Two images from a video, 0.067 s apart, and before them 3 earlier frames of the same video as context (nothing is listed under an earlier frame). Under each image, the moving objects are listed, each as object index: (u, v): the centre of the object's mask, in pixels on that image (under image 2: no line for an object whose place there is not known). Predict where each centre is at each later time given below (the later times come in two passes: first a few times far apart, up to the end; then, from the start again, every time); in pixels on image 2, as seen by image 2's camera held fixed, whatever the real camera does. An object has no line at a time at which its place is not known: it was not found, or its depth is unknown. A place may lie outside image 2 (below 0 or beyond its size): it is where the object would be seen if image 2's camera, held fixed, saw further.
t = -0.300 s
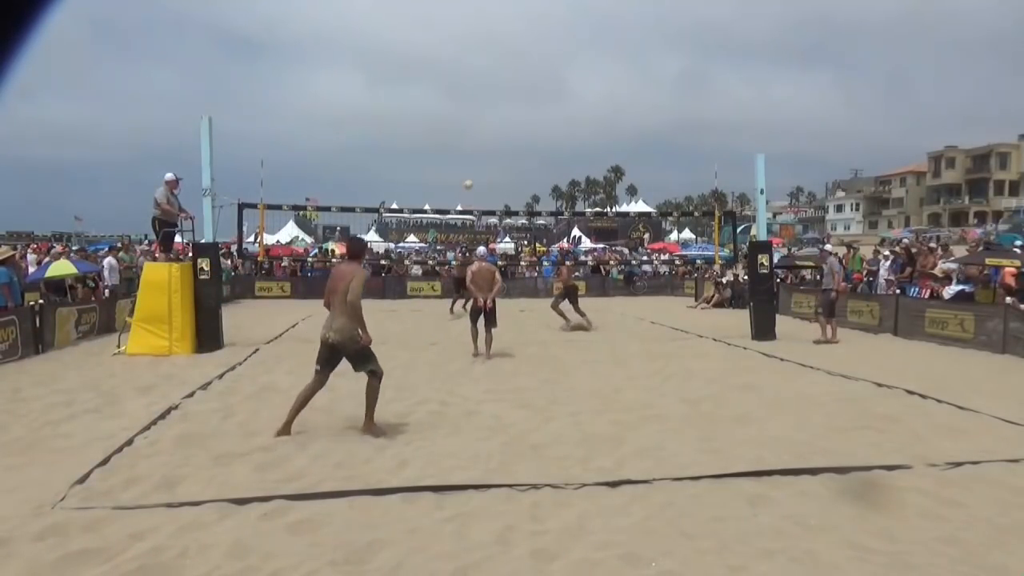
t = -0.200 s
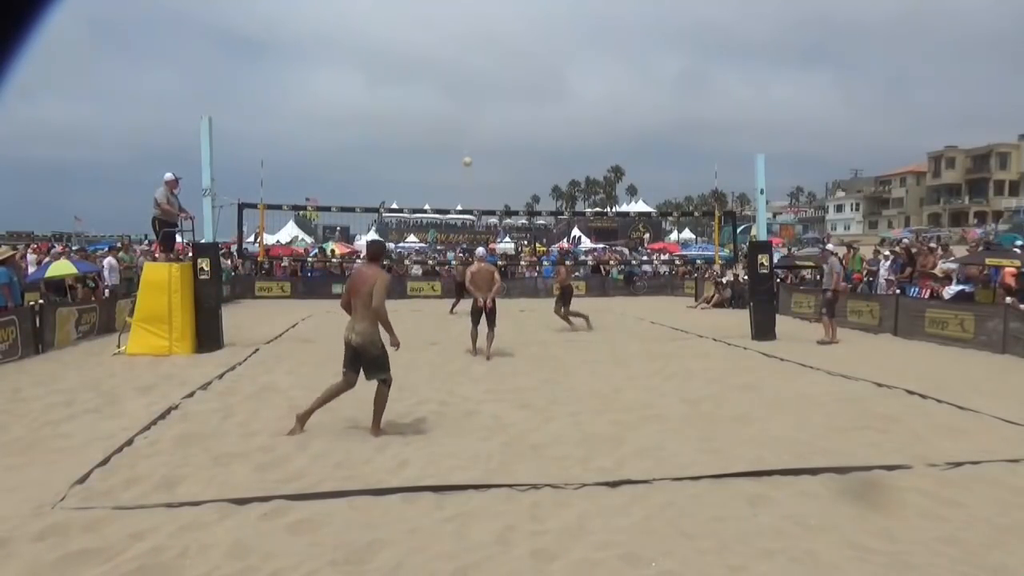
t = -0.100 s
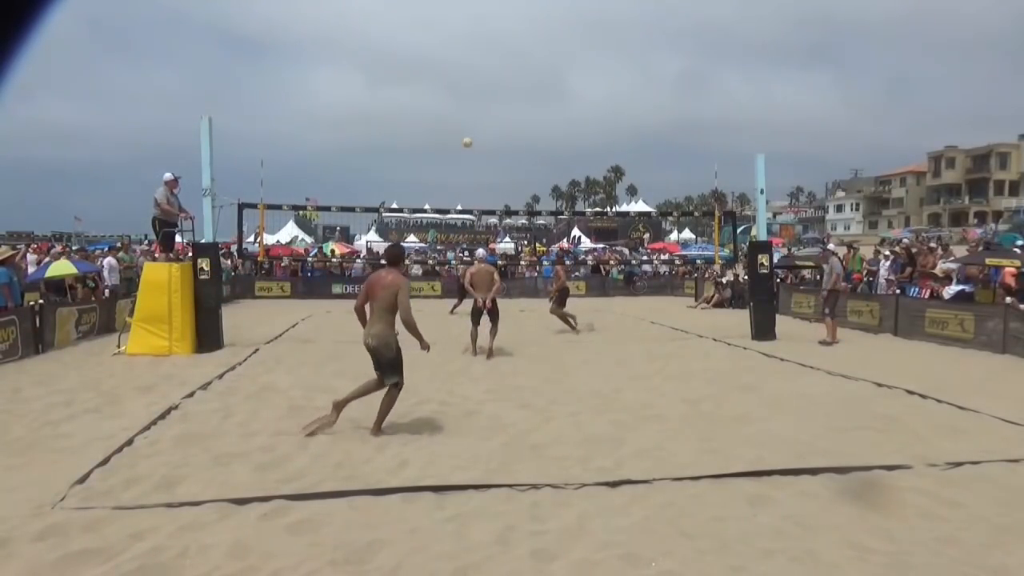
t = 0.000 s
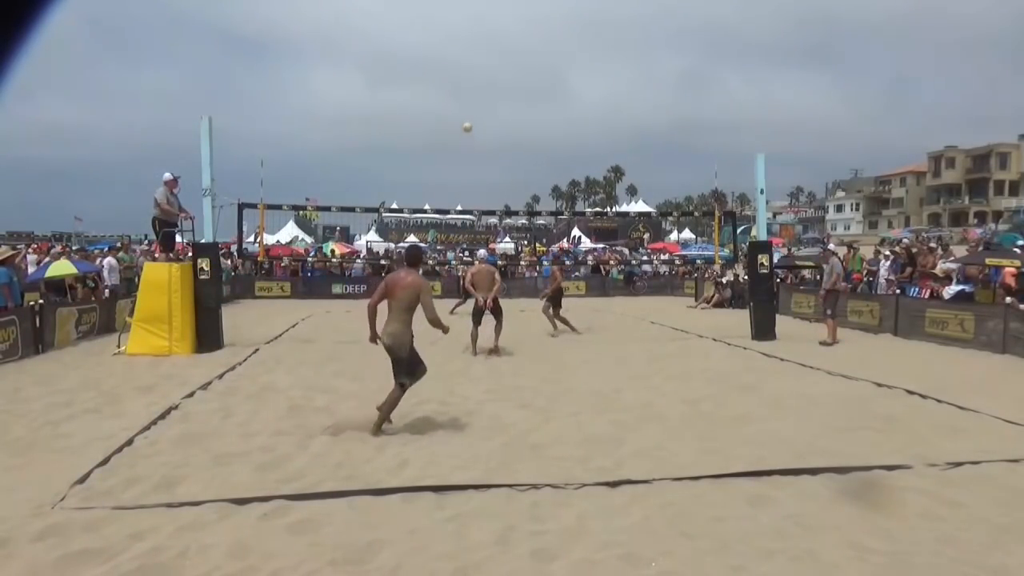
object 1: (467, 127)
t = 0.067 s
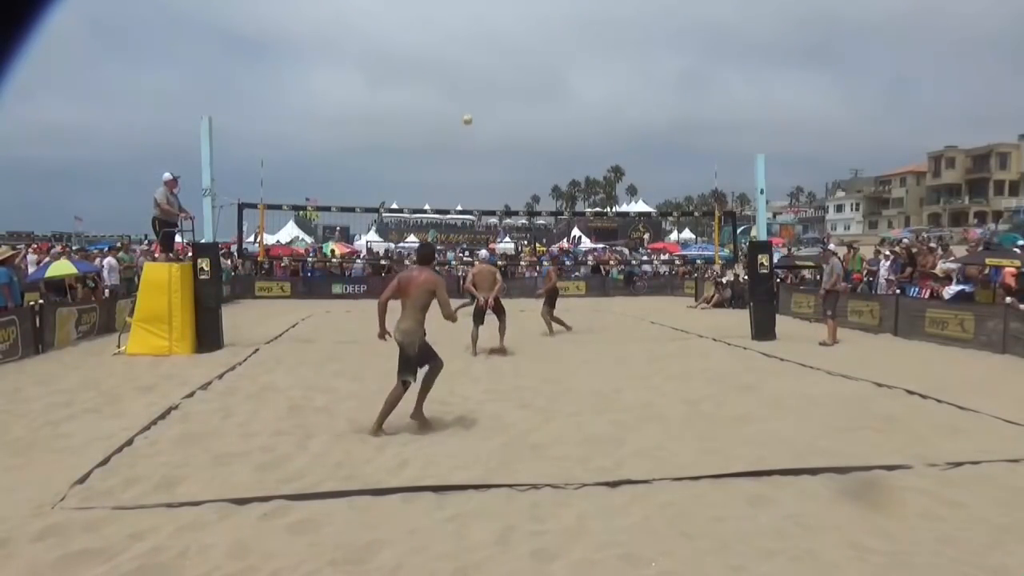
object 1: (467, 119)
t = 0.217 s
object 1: (467, 109)
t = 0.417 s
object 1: (469, 109)
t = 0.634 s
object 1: (471, 131)
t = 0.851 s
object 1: (474, 176)
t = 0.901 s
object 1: (475, 190)
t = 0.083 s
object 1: (467, 118)
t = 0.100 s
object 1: (467, 116)
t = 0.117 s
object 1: (467, 115)
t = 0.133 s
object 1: (467, 113)
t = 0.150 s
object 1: (467, 112)
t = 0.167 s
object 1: (467, 111)
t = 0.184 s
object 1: (467, 111)
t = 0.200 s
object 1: (467, 110)
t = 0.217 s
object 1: (467, 109)
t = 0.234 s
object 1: (467, 108)
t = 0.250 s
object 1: (467, 108)
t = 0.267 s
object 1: (468, 107)
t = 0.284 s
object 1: (468, 107)
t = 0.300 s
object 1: (468, 107)
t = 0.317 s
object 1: (468, 107)
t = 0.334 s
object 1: (468, 107)
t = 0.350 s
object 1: (468, 108)
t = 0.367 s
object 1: (468, 108)
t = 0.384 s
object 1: (468, 108)
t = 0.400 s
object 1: (469, 109)
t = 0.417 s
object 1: (469, 109)
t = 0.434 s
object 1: (469, 110)
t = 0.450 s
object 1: (469, 111)
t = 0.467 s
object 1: (469, 112)
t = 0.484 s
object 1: (469, 114)
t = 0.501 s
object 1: (470, 115)
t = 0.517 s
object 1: (470, 117)
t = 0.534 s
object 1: (470, 118)
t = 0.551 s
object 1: (470, 120)
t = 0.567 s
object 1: (471, 122)
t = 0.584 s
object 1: (471, 124)
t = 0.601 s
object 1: (471, 126)
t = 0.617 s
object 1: (471, 128)
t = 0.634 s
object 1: (471, 131)
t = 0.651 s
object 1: (472, 133)
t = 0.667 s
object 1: (472, 136)
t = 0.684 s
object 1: (472, 139)
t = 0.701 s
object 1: (472, 142)
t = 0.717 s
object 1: (472, 146)
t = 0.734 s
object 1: (472, 149)
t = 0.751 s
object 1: (472, 152)
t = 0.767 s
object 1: (473, 156)
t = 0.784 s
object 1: (473, 160)
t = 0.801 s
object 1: (473, 163)
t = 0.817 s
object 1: (473, 168)
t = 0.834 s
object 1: (474, 172)
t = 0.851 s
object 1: (474, 176)
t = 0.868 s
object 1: (474, 180)
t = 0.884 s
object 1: (474, 185)
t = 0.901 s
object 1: (475, 190)
